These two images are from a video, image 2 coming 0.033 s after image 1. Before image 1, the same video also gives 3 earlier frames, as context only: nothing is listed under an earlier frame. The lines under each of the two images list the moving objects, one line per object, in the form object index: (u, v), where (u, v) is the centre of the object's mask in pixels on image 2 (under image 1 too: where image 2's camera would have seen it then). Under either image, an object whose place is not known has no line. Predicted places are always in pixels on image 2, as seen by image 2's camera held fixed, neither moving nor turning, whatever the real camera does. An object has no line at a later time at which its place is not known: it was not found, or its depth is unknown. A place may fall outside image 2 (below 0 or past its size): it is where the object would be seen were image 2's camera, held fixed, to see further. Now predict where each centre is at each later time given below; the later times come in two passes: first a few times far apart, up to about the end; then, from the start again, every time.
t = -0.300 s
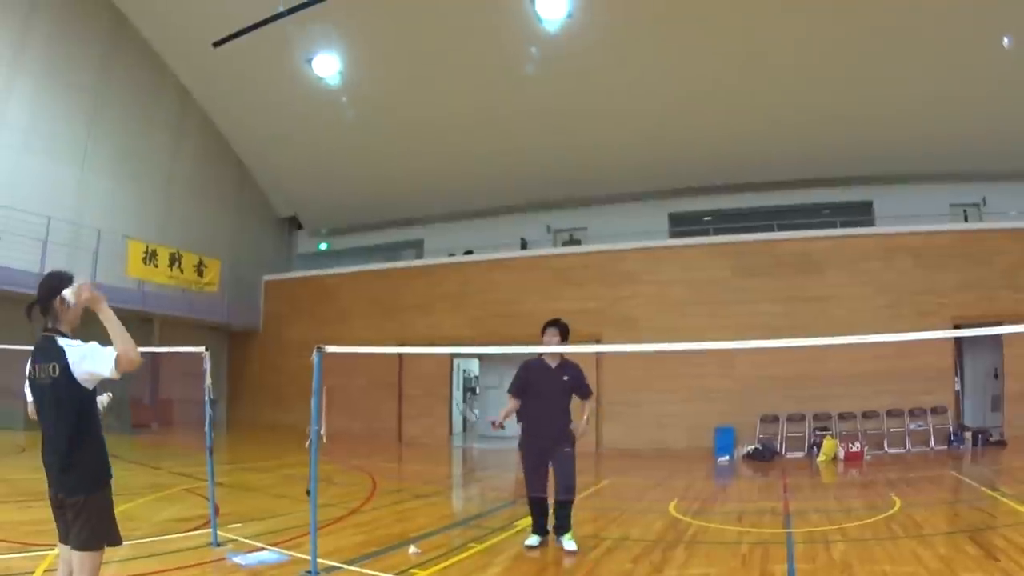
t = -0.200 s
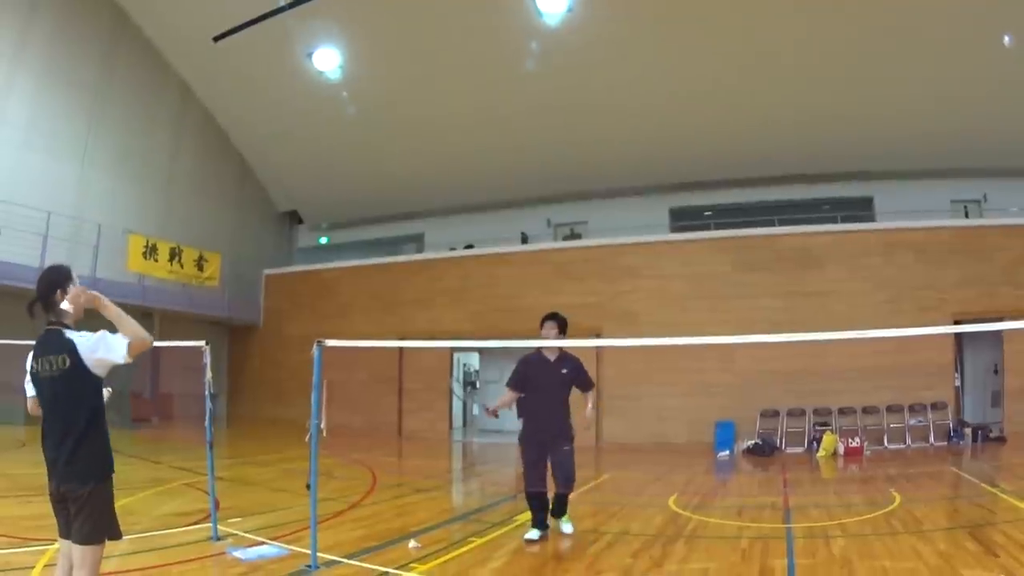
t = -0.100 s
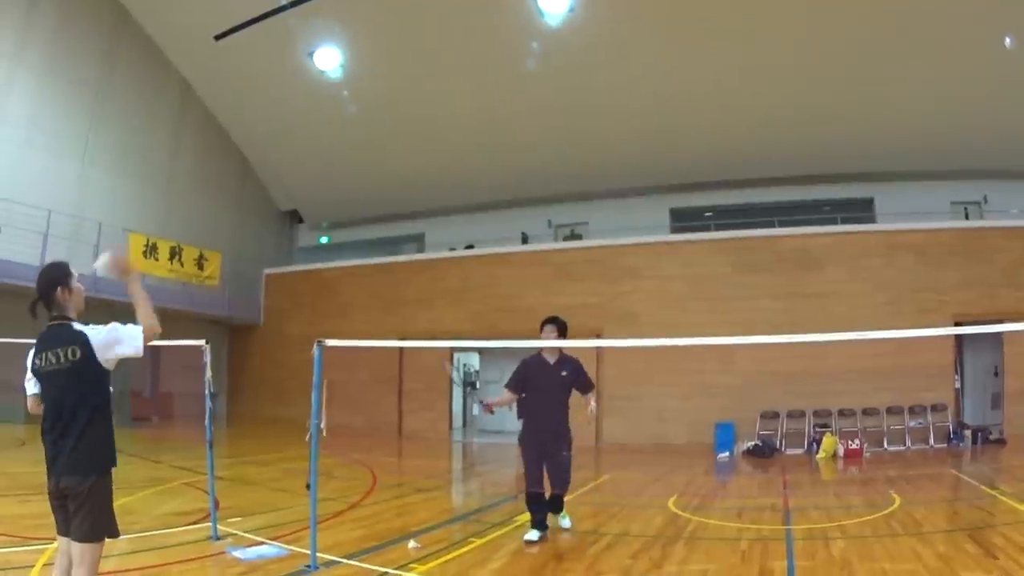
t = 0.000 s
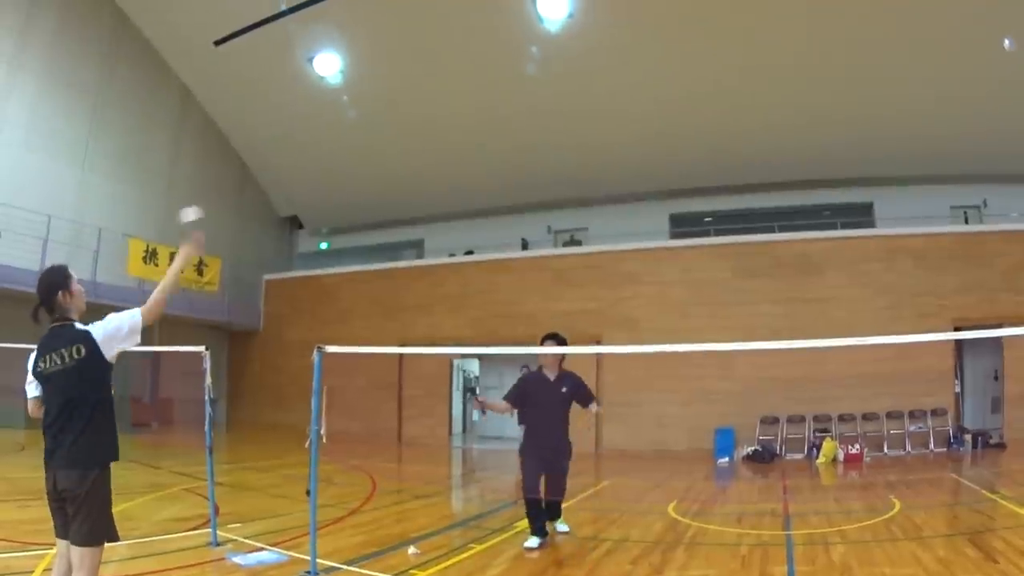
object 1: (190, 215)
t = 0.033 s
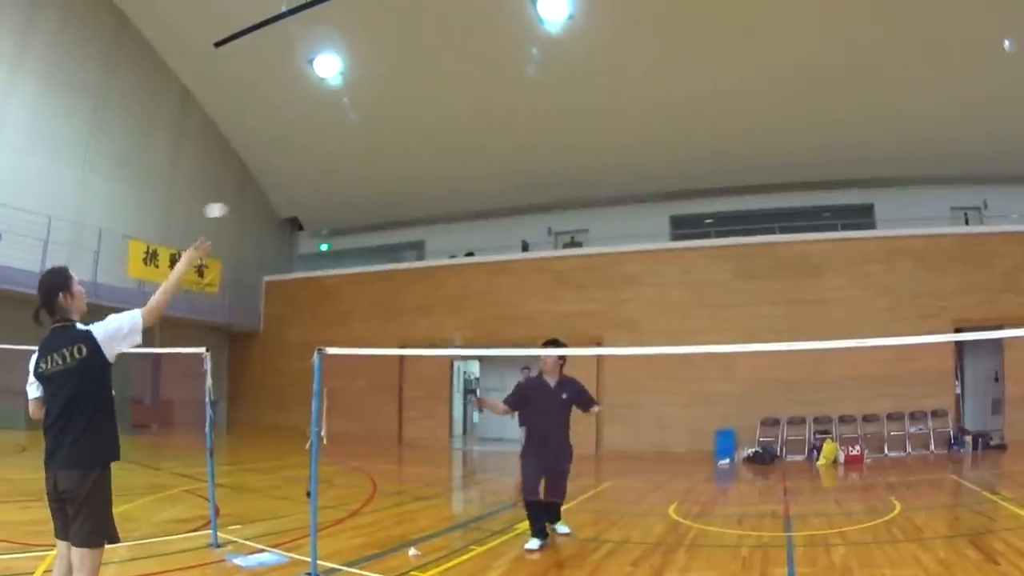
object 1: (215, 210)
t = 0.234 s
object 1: (316, 215)
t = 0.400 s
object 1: (369, 256)
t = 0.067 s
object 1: (237, 208)
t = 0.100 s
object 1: (256, 208)
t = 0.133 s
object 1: (273, 209)
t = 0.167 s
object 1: (289, 211)
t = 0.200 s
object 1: (303, 212)
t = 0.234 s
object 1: (316, 215)
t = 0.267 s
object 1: (328, 220)
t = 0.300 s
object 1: (340, 227)
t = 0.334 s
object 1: (351, 236)
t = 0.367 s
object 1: (361, 246)
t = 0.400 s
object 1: (369, 256)
